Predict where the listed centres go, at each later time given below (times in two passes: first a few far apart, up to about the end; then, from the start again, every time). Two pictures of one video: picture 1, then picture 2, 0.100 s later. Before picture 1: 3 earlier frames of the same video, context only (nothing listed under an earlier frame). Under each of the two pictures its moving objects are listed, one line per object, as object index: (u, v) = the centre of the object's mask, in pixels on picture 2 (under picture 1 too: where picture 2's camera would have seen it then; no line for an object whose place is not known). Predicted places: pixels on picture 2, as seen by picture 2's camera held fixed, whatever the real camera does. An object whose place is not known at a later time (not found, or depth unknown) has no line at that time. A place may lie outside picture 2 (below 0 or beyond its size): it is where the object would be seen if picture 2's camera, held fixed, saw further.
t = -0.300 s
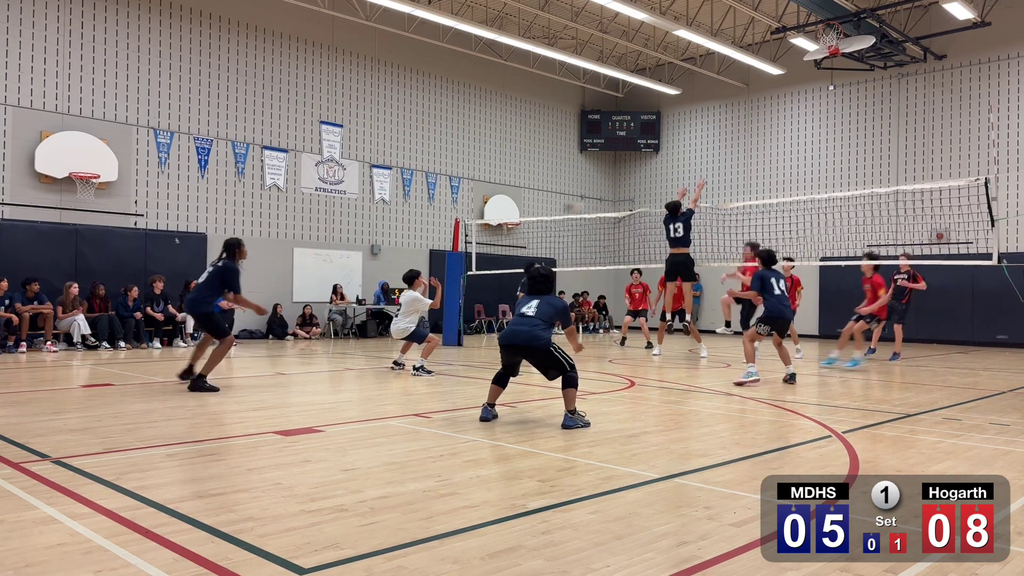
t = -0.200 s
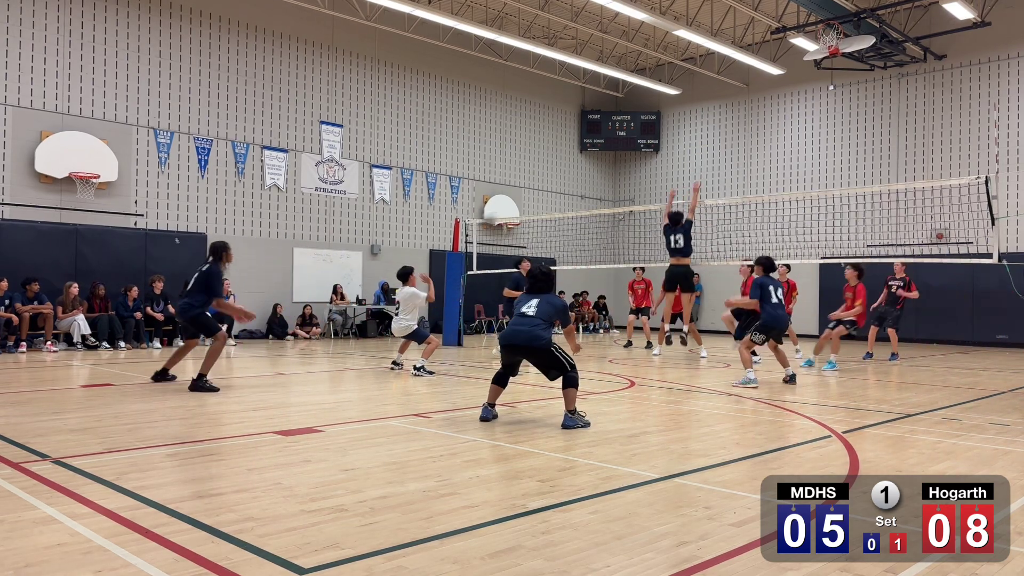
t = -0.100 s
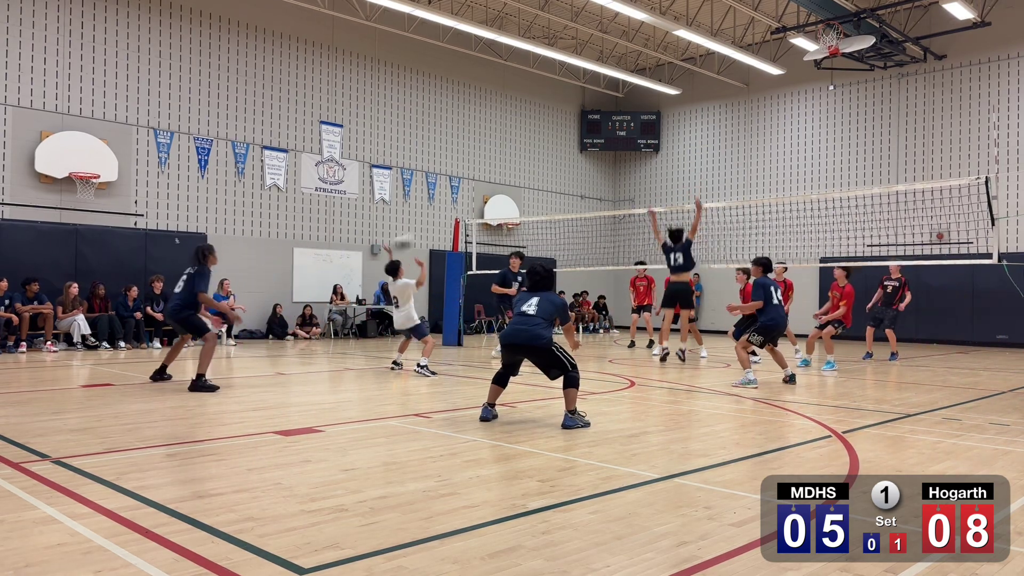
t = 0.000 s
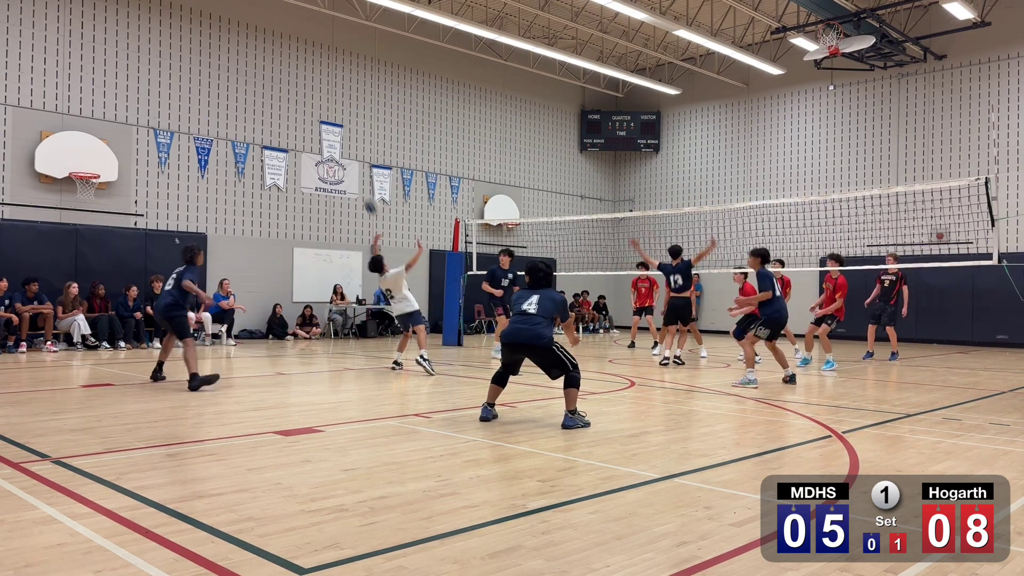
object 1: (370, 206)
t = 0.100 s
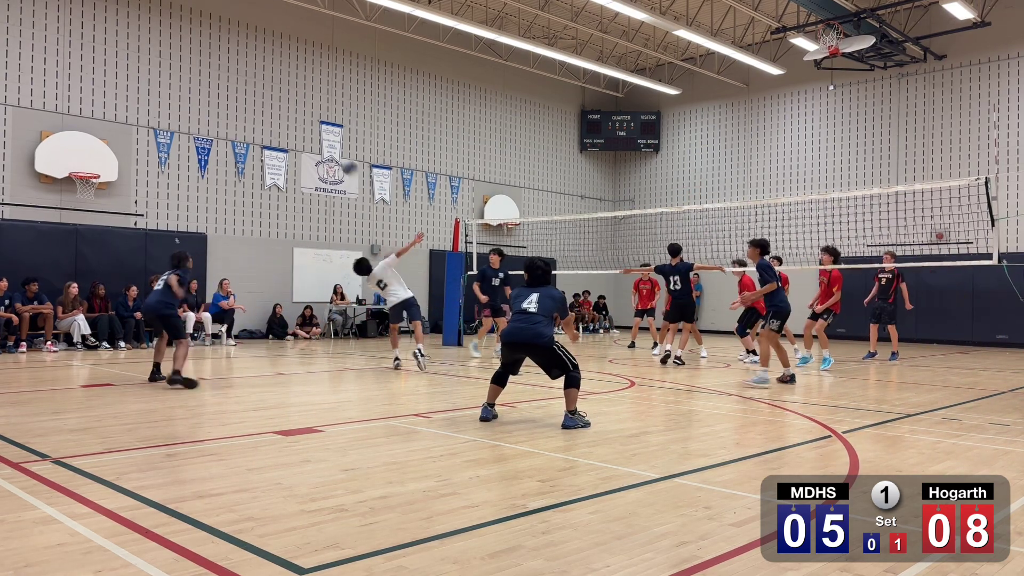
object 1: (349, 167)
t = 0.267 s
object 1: (314, 122)
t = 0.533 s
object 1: (258, 90)
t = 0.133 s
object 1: (342, 157)
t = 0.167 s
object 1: (335, 146)
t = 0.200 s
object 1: (327, 138)
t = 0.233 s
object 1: (321, 128)
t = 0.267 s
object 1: (314, 122)
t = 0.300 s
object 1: (307, 114)
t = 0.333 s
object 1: (300, 107)
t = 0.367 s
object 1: (292, 102)
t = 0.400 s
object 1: (285, 98)
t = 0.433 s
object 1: (279, 95)
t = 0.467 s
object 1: (272, 93)
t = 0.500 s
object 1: (265, 90)
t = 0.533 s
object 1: (258, 90)
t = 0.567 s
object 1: (251, 90)
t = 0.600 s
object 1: (245, 90)
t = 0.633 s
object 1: (238, 92)
